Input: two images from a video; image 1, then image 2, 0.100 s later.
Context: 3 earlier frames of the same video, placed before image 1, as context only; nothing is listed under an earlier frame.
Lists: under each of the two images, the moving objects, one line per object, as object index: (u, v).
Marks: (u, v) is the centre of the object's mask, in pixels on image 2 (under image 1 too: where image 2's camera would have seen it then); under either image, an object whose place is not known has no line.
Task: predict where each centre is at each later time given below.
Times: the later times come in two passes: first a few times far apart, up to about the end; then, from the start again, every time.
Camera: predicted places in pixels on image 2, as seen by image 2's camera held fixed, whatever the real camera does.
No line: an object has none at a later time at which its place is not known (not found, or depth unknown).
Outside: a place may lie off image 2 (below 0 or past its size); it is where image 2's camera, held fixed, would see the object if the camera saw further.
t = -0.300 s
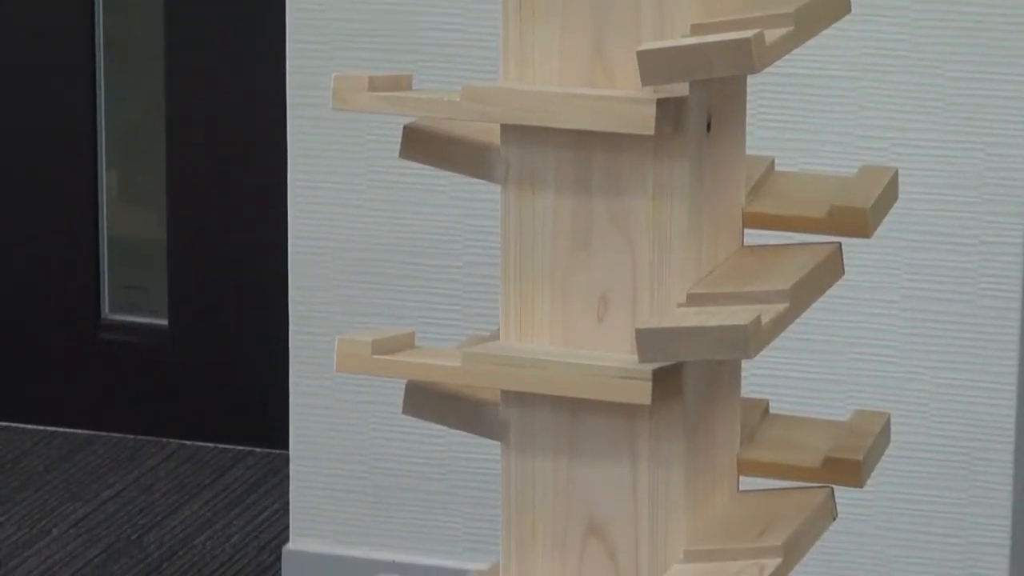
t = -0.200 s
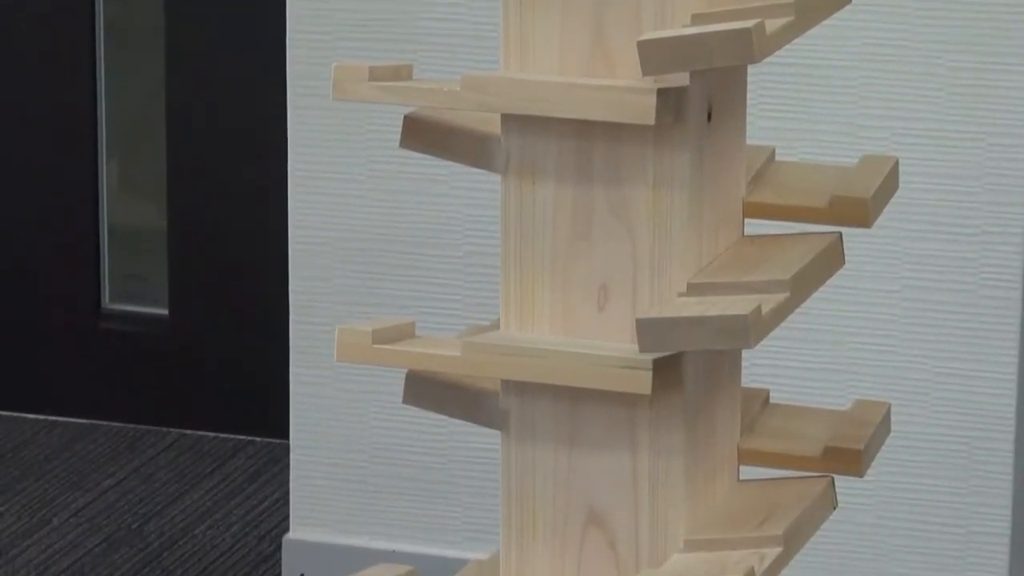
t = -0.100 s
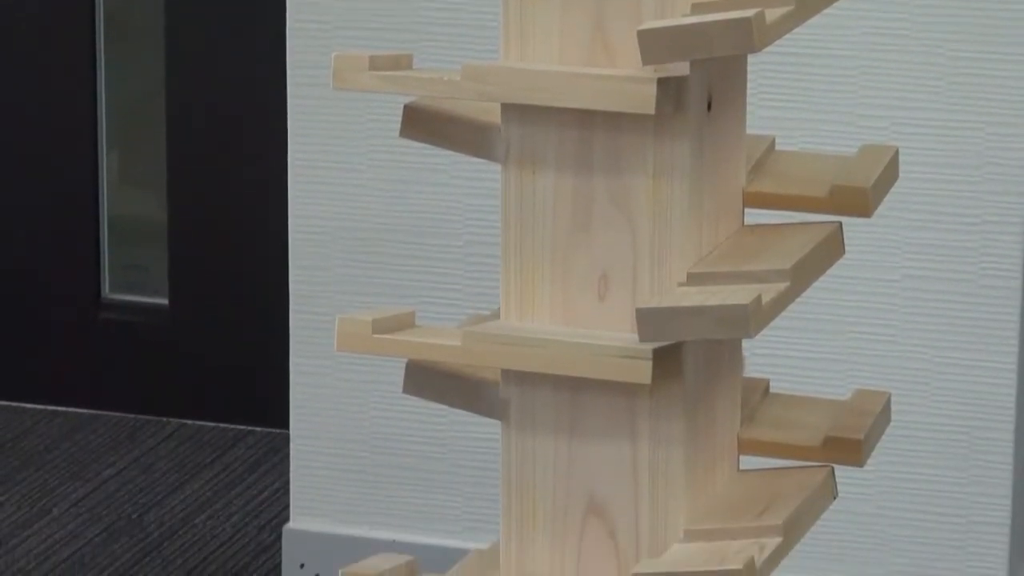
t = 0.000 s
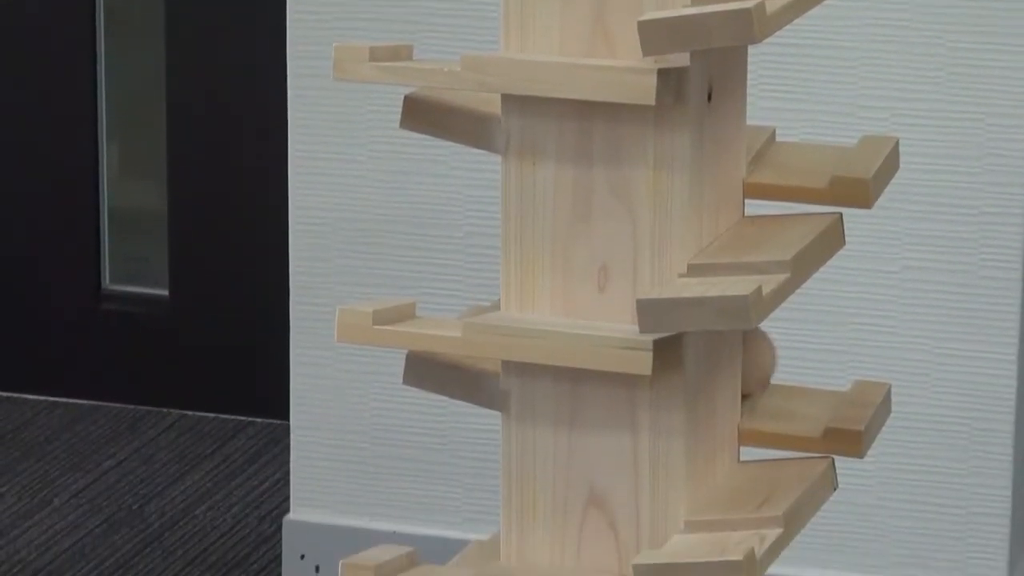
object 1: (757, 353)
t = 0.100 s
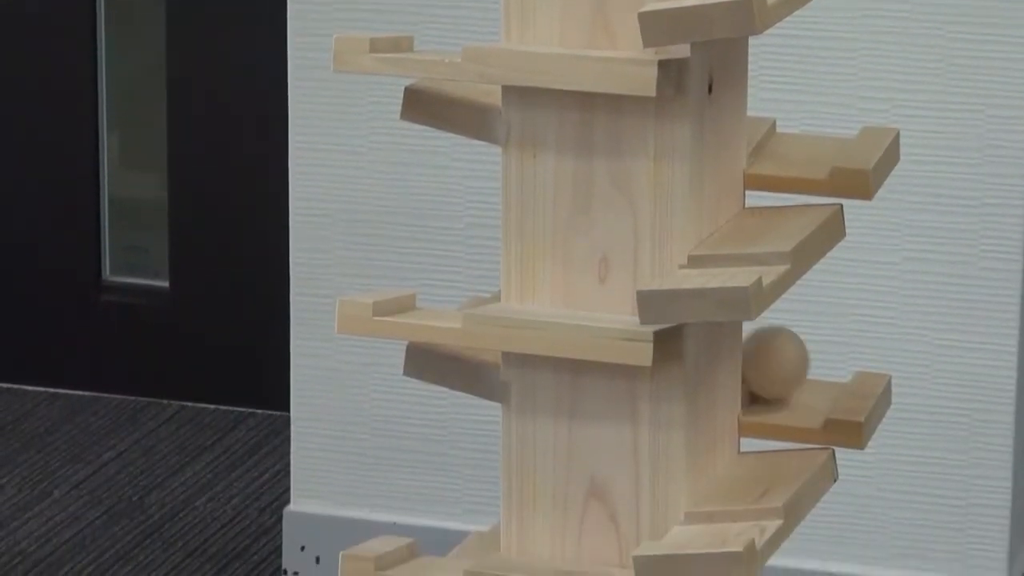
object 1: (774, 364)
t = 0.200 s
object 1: (806, 380)
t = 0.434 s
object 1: (763, 428)
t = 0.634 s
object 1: (741, 452)
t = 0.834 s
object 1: (715, 480)
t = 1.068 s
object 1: (647, 506)
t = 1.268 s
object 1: (569, 535)
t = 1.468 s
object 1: (506, 526)
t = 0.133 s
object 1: (784, 370)
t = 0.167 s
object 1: (795, 375)
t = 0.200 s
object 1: (806, 380)
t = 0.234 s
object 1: (806, 379)
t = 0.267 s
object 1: (804, 383)
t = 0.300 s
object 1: (797, 388)
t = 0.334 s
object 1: (788, 394)
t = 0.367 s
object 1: (782, 402)
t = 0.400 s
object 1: (774, 413)
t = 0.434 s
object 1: (763, 428)
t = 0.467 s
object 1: (758, 431)
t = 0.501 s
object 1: (759, 433)
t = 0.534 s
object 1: (757, 436)
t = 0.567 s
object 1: (754, 444)
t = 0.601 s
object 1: (747, 448)
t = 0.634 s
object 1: (741, 452)
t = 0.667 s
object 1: (738, 456)
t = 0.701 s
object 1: (735, 460)
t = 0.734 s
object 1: (729, 464)
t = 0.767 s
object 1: (725, 468)
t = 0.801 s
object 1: (721, 472)
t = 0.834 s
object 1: (715, 480)
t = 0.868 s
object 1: (706, 492)
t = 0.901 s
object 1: (696, 498)
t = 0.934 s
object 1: (684, 503)
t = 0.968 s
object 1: (673, 505)
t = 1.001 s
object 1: (665, 504)
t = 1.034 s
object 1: (655, 505)
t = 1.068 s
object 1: (647, 506)
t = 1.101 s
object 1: (638, 510)
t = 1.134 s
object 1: (626, 519)
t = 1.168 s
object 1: (611, 536)
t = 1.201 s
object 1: (598, 528)
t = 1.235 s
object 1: (581, 540)
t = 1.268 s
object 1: (569, 535)
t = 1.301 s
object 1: (559, 535)
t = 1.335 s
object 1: (550, 534)
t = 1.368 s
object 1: (539, 532)
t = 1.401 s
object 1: (528, 529)
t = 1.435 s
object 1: (521, 527)
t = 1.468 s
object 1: (506, 526)
